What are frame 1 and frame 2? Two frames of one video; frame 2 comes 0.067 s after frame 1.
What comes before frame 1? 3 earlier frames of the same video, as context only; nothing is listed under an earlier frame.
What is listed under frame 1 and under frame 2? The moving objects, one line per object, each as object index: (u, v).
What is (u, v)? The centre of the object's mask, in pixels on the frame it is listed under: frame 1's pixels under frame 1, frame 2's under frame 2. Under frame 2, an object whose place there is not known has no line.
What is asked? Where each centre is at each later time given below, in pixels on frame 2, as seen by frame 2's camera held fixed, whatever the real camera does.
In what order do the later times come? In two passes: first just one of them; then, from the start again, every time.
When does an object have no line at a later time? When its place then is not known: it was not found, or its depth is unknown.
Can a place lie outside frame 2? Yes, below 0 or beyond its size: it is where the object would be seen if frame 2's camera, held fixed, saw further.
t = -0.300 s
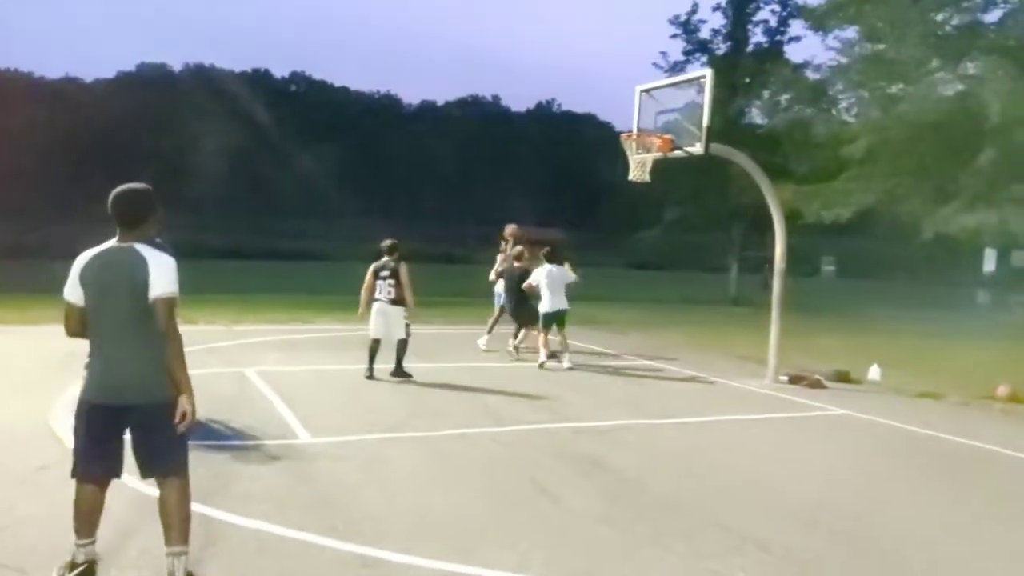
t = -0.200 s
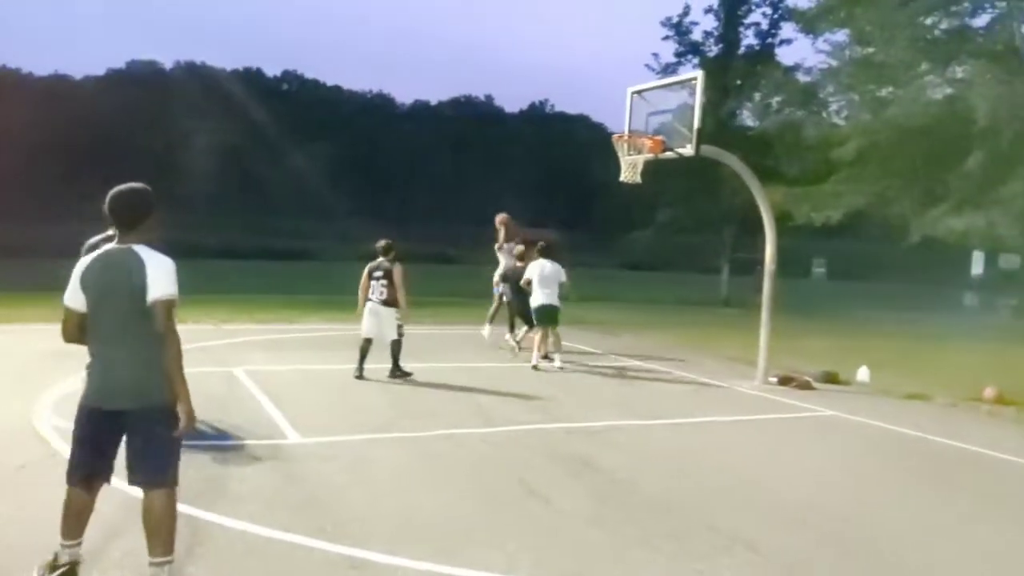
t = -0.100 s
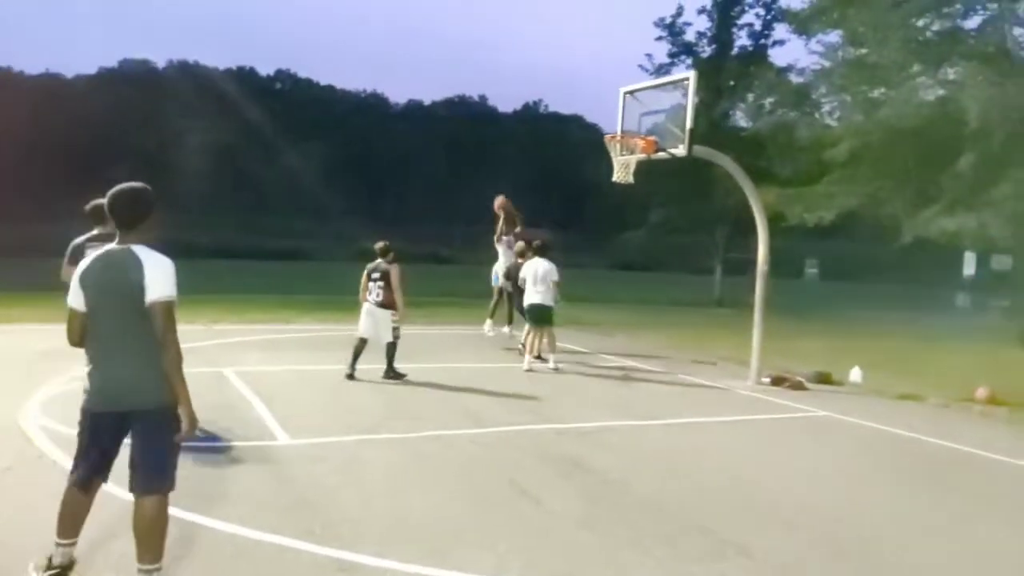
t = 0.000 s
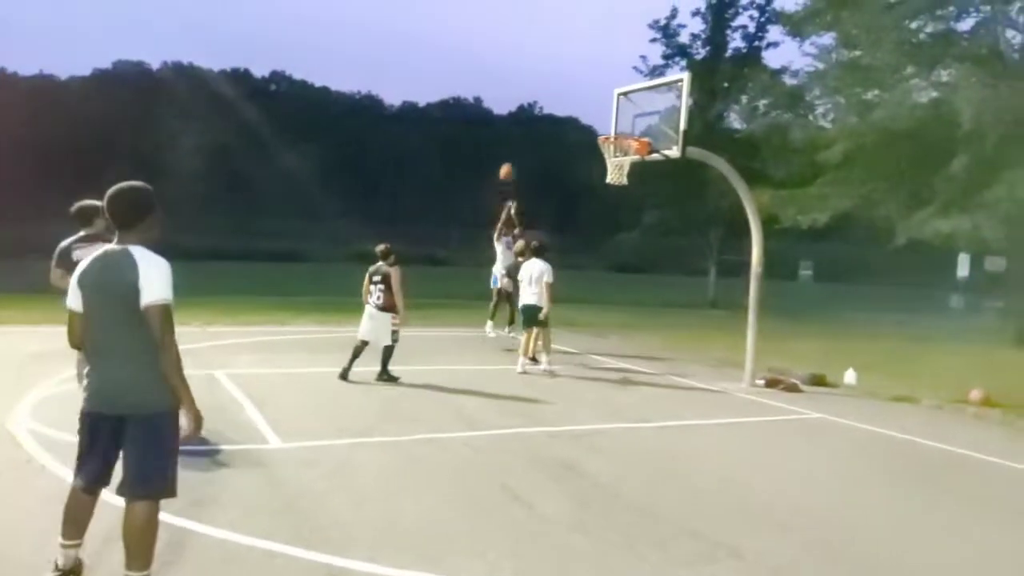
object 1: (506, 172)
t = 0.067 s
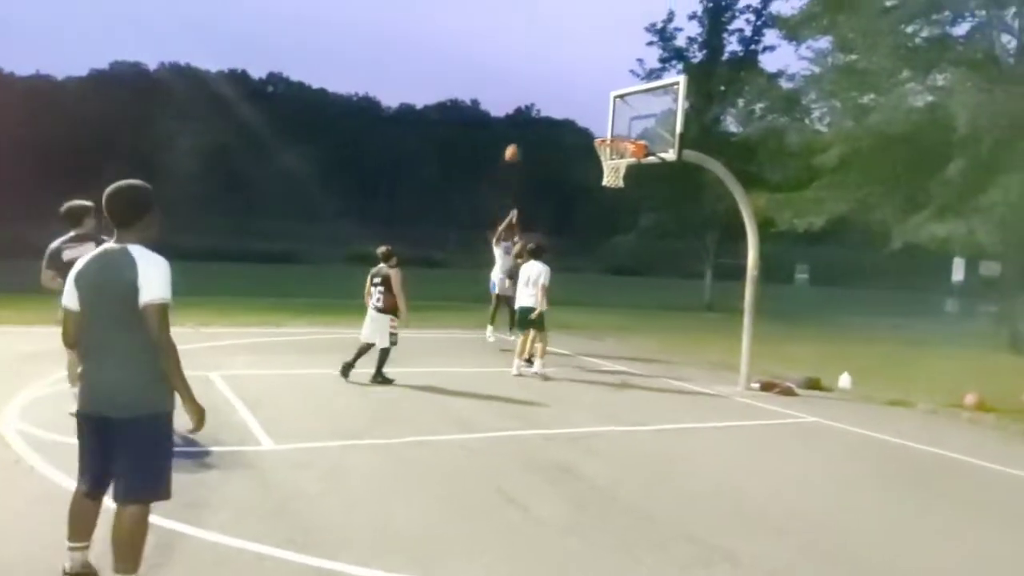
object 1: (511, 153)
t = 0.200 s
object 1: (530, 119)
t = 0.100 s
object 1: (516, 143)
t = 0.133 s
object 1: (521, 134)
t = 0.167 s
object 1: (525, 125)
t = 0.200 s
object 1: (530, 119)
